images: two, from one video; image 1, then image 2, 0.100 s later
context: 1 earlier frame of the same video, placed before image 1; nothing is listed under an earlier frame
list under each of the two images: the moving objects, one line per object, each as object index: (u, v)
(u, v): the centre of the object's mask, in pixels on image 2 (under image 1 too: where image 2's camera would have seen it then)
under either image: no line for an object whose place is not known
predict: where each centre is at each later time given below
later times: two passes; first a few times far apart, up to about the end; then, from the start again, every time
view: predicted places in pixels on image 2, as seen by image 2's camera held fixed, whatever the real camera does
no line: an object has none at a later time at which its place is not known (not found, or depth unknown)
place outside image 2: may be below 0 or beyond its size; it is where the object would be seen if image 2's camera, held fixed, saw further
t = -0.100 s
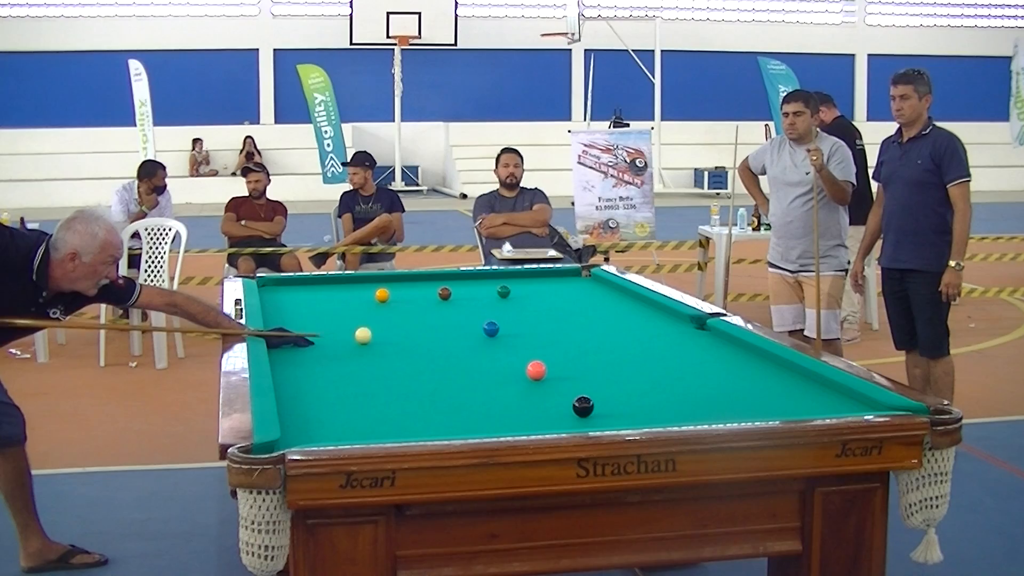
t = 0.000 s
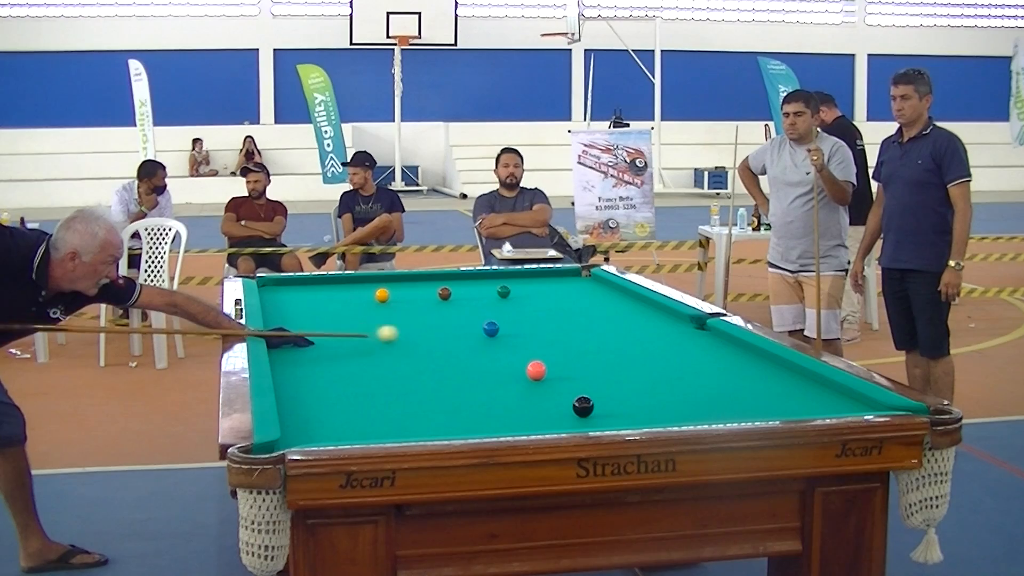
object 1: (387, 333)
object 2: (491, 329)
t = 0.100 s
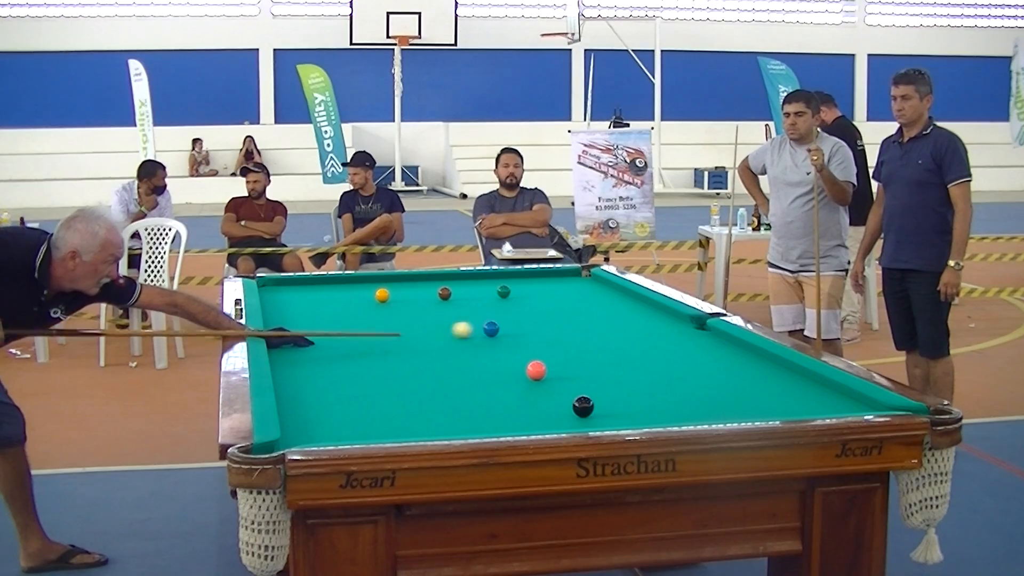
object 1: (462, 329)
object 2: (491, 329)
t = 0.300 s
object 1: (480, 327)
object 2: (598, 324)
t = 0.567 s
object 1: (486, 325)
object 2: (703, 324)
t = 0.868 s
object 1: (491, 323)
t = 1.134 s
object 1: (495, 322)
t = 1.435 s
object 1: (497, 321)
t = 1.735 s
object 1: (498, 320)
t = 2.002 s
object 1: (497, 320)
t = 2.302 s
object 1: (497, 320)
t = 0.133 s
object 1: (475, 328)
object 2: (500, 328)
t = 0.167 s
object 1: (476, 328)
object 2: (522, 327)
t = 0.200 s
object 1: (477, 328)
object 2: (542, 327)
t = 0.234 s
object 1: (478, 328)
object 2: (562, 325)
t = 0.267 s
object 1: (479, 327)
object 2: (581, 324)
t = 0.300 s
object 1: (480, 327)
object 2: (598, 324)
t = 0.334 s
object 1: (480, 327)
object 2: (615, 323)
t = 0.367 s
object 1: (481, 327)
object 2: (631, 323)
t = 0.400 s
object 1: (482, 326)
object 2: (646, 322)
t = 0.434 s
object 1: (483, 326)
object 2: (661, 322)
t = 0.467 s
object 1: (484, 326)
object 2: (674, 321)
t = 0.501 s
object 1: (484, 326)
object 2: (689, 320)
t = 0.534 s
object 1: (485, 325)
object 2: (700, 321)
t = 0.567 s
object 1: (486, 325)
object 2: (703, 324)
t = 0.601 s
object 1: (486, 325)
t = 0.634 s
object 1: (487, 325)
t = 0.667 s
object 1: (488, 324)
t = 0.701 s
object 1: (488, 324)
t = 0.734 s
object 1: (489, 324)
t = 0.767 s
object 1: (489, 324)
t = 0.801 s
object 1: (490, 323)
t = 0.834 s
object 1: (490, 323)
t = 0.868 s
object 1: (491, 323)
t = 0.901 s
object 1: (492, 323)
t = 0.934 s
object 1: (492, 323)
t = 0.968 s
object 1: (493, 323)
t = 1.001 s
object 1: (493, 322)
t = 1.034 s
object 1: (493, 322)
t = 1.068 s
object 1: (494, 322)
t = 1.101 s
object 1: (494, 322)
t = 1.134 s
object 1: (495, 322)
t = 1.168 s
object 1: (495, 322)
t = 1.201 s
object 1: (495, 322)
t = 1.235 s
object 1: (496, 321)
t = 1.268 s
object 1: (496, 321)
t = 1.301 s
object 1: (496, 321)
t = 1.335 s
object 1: (497, 321)
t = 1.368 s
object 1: (497, 321)
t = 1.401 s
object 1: (497, 321)
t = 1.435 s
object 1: (497, 321)
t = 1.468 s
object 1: (498, 321)
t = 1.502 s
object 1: (498, 321)
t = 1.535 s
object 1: (498, 321)
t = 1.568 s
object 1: (498, 321)
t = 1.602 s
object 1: (498, 321)
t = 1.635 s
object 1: (498, 321)
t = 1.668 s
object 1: (498, 321)
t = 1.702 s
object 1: (498, 320)
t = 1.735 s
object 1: (498, 320)
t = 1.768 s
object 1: (498, 320)
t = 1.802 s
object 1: (498, 320)
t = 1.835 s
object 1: (498, 320)
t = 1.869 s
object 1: (498, 320)
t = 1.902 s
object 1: (498, 320)
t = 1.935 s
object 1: (498, 320)
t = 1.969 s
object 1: (497, 320)
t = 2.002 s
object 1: (497, 320)
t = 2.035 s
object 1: (497, 320)
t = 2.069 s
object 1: (497, 320)
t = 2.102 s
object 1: (497, 320)
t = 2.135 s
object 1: (497, 320)
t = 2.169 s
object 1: (497, 320)
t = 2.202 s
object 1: (497, 320)
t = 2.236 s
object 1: (497, 320)
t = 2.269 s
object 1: (497, 320)
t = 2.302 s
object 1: (497, 320)
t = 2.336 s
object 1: (497, 320)
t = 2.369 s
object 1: (497, 320)
